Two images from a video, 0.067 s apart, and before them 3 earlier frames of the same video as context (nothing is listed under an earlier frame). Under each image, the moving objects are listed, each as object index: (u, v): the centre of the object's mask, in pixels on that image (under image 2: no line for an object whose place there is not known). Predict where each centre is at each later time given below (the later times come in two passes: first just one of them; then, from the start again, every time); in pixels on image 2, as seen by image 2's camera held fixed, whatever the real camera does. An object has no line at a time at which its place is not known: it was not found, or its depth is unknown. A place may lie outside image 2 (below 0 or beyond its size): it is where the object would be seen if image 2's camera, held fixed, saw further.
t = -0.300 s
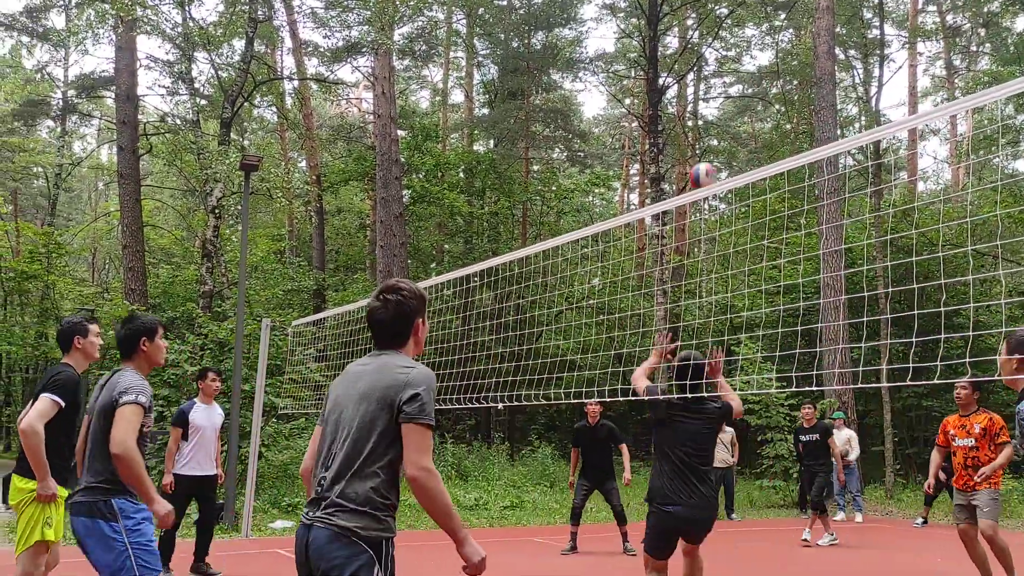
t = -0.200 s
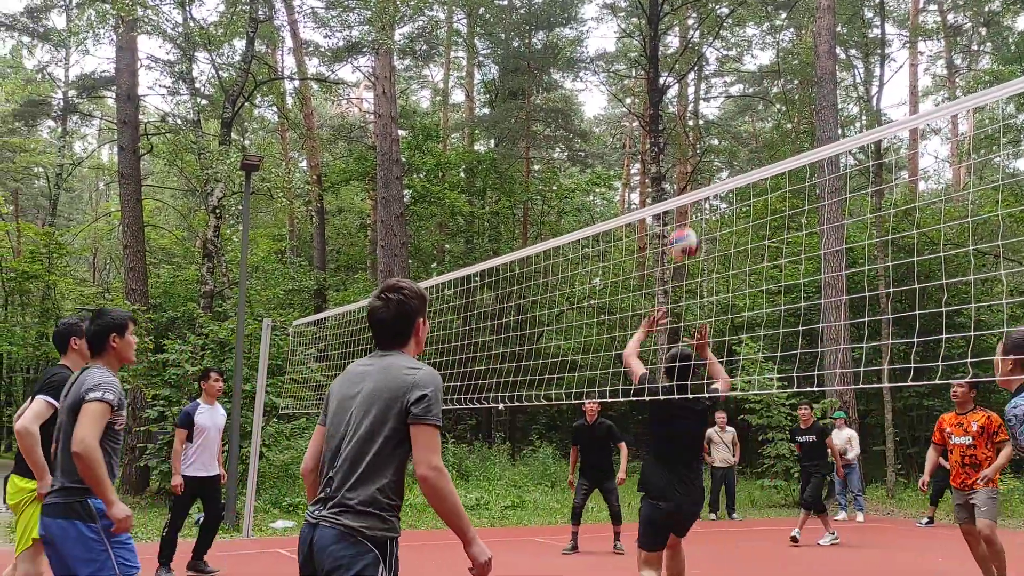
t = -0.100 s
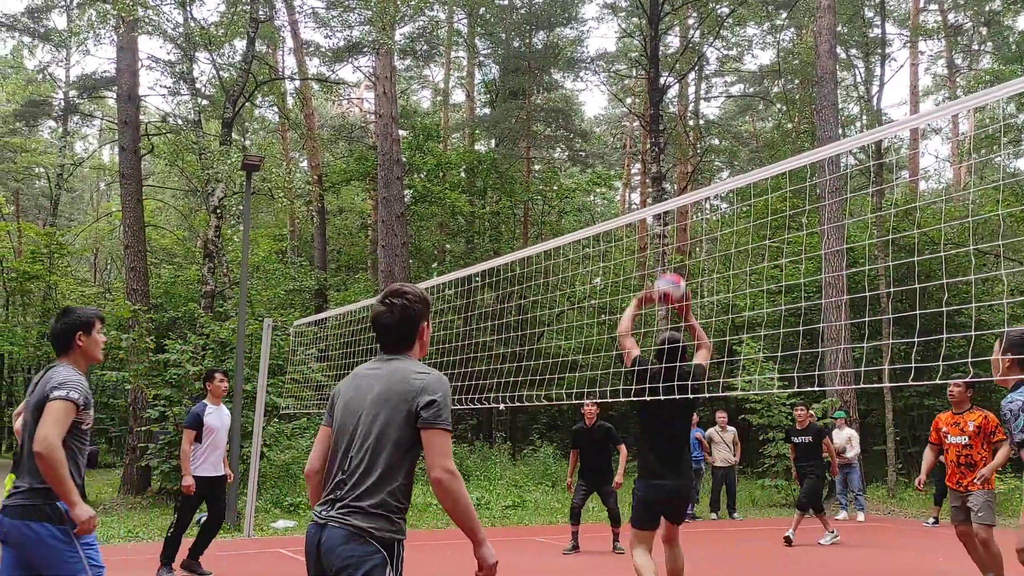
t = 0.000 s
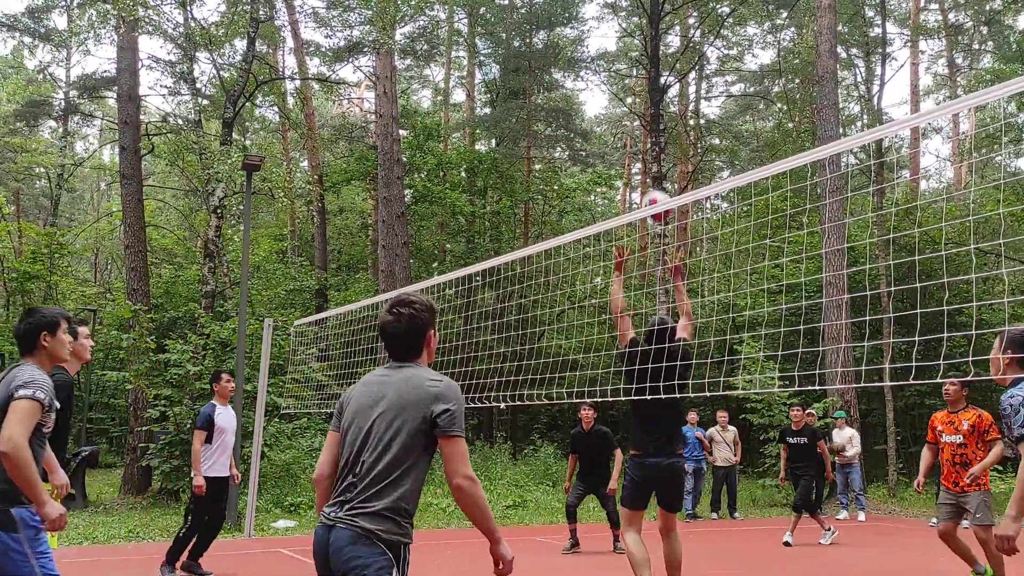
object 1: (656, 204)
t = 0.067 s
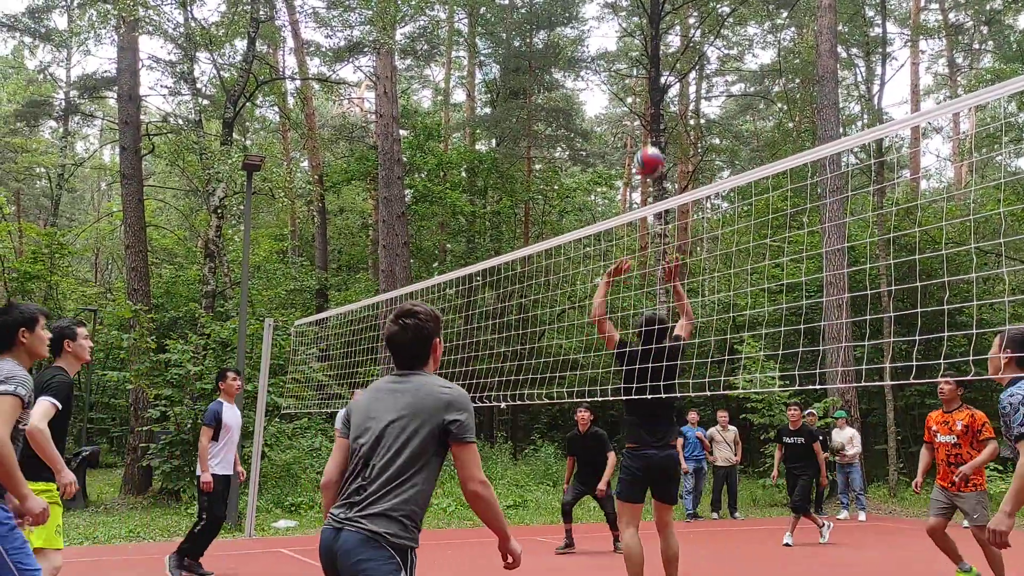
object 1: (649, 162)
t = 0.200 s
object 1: (634, 98)
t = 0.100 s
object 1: (645, 143)
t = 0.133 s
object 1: (641, 126)
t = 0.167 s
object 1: (638, 112)
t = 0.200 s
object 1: (634, 98)
